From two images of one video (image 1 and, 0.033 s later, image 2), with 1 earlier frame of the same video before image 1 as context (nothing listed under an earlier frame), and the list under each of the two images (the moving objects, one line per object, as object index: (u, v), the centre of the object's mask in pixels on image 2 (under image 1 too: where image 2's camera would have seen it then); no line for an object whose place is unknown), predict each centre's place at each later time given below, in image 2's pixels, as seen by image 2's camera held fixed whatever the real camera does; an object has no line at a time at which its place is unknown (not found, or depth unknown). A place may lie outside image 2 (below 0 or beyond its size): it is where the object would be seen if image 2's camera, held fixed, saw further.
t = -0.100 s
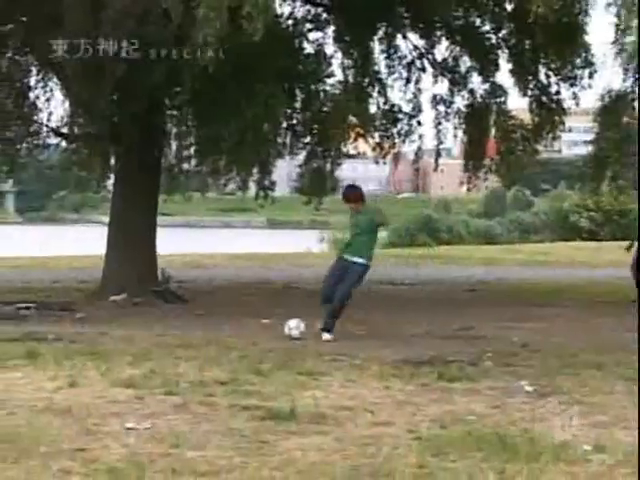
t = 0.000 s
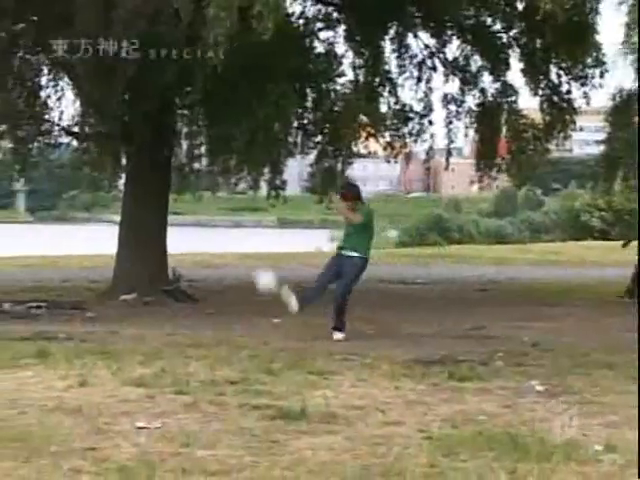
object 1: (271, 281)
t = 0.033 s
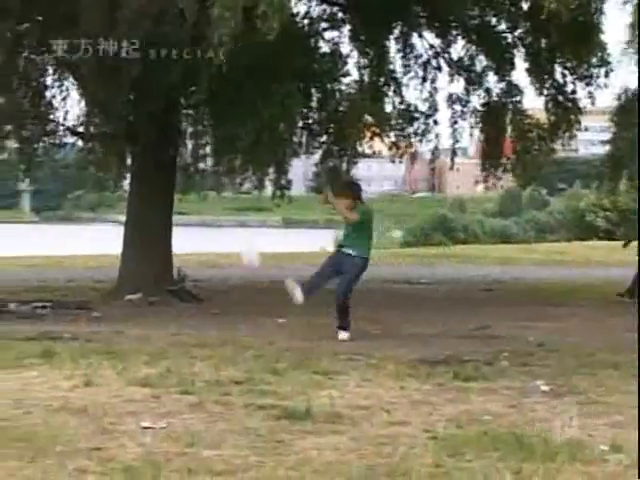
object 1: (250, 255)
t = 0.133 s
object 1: (191, 183)
